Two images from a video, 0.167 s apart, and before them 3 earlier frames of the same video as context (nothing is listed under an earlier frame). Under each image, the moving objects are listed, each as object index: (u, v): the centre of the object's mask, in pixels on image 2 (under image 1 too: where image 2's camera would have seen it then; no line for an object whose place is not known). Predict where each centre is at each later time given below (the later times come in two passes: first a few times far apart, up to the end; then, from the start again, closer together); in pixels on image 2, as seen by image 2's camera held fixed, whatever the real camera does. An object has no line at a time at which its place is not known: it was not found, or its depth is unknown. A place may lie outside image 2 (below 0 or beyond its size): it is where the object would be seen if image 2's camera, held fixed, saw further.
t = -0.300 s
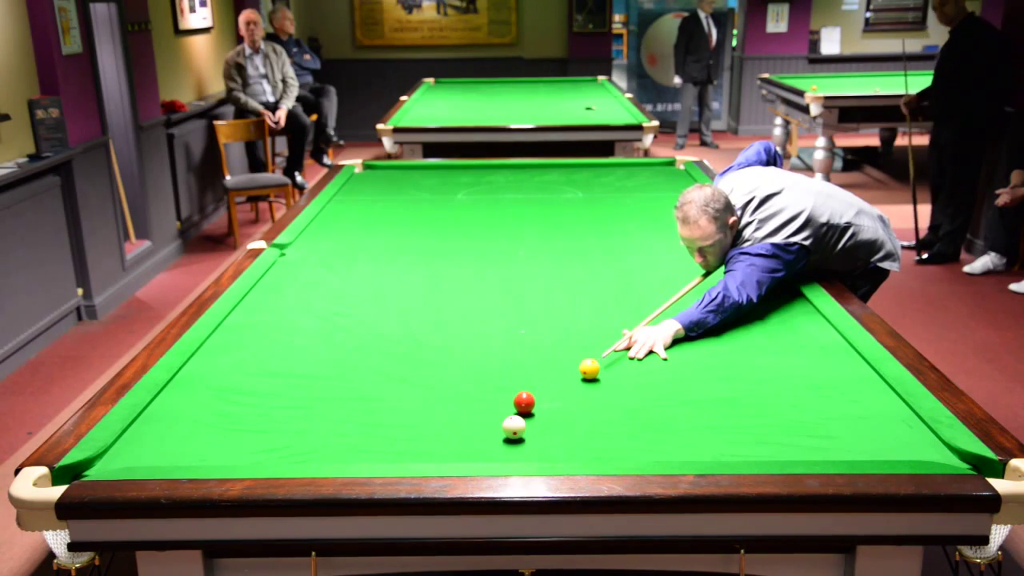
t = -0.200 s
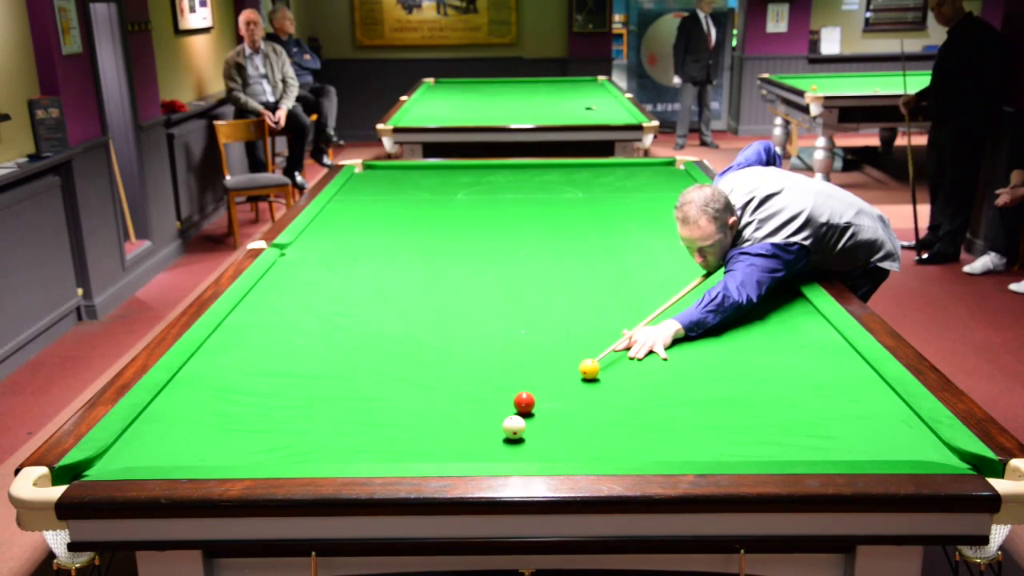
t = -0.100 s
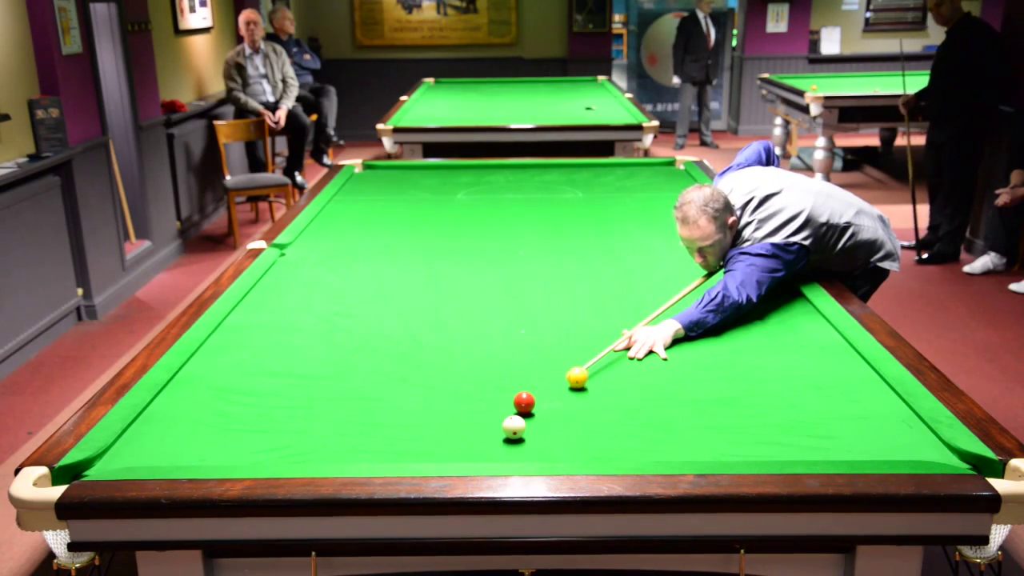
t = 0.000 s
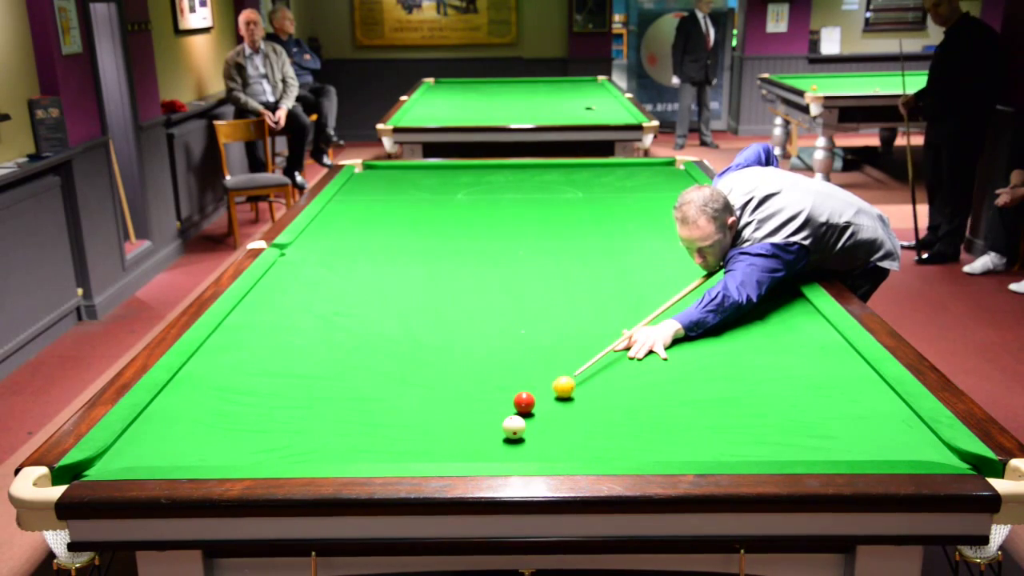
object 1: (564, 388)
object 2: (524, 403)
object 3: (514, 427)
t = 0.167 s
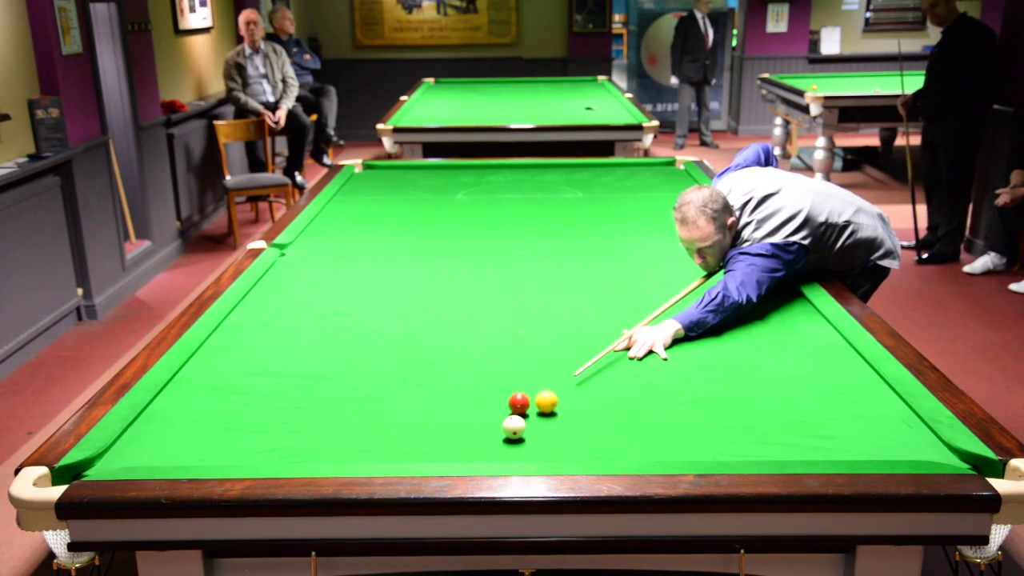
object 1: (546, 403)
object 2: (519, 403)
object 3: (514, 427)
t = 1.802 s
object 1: (529, 434)
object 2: (344, 439)
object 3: (510, 425)
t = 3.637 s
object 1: (531, 432)
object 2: (253, 456)
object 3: (501, 420)
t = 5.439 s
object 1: (531, 432)
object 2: (250, 456)
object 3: (501, 420)
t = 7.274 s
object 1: (531, 432)
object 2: (250, 456)
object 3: (501, 420)
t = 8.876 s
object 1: (531, 432)
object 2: (250, 456)
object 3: (501, 420)
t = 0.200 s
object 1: (547, 405)
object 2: (514, 404)
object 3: (514, 427)
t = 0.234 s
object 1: (547, 407)
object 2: (509, 405)
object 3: (514, 427)
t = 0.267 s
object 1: (547, 410)
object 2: (505, 406)
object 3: (514, 427)
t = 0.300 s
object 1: (547, 411)
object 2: (501, 407)
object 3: (514, 427)
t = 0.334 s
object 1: (547, 414)
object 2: (497, 408)
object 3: (514, 427)
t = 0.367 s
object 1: (547, 416)
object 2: (493, 409)
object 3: (514, 427)
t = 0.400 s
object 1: (547, 418)
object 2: (489, 409)
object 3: (514, 427)
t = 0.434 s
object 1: (547, 421)
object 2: (485, 410)
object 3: (514, 427)
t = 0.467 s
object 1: (547, 423)
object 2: (481, 411)
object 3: (514, 427)
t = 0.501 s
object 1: (547, 425)
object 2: (477, 412)
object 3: (514, 427)
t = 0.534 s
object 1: (547, 428)
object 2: (473, 413)
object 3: (514, 427)
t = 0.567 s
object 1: (548, 430)
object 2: (469, 413)
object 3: (514, 427)
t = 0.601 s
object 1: (548, 432)
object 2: (465, 414)
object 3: (514, 427)
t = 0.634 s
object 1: (548, 435)
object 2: (461, 415)
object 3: (514, 427)
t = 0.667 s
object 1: (548, 437)
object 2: (457, 416)
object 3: (514, 427)
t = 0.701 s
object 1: (548, 440)
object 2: (454, 416)
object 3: (514, 427)
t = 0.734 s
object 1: (548, 442)
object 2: (450, 417)
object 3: (514, 427)
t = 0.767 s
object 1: (548, 445)
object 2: (446, 418)
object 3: (514, 427)
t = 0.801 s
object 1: (549, 446)
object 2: (442, 419)
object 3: (514, 427)
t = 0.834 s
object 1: (549, 448)
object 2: (439, 420)
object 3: (514, 427)
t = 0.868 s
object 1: (549, 450)
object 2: (435, 421)
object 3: (514, 427)
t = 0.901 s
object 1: (549, 451)
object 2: (431, 421)
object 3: (514, 427)
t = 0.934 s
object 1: (549, 453)
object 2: (428, 422)
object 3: (514, 427)
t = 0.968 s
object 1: (549, 454)
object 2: (424, 422)
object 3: (514, 427)
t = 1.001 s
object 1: (549, 455)
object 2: (421, 423)
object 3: (514, 427)
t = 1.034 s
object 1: (548, 455)
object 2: (417, 424)
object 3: (514, 427)
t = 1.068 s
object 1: (547, 454)
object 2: (413, 425)
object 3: (514, 427)
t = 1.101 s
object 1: (545, 453)
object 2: (410, 425)
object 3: (514, 427)
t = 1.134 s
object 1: (544, 452)
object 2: (407, 426)
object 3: (514, 427)
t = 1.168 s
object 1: (543, 451)
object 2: (403, 427)
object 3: (514, 427)
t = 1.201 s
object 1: (542, 451)
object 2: (400, 427)
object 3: (514, 427)
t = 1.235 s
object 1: (541, 450)
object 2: (396, 428)
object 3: (514, 427)
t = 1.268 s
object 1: (540, 449)
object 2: (393, 429)
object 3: (514, 427)
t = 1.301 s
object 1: (540, 448)
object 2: (390, 430)
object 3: (514, 427)
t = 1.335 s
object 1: (538, 447)
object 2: (387, 430)
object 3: (514, 427)
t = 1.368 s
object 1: (537, 445)
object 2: (383, 431)
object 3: (514, 427)
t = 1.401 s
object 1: (536, 444)
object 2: (380, 432)
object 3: (514, 427)
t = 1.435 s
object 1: (536, 443)
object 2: (377, 432)
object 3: (514, 427)
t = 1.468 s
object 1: (535, 442)
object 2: (374, 433)
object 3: (514, 427)
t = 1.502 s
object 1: (534, 441)
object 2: (371, 434)
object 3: (514, 427)
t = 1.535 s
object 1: (533, 440)
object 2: (368, 434)
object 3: (514, 427)
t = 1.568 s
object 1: (531, 438)
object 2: (365, 435)
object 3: (513, 427)
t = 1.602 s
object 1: (531, 438)
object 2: (362, 435)
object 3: (513, 426)
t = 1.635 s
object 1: (530, 437)
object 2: (359, 436)
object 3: (513, 426)
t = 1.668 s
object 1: (529, 436)
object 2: (356, 436)
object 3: (513, 426)
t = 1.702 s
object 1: (529, 435)
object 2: (353, 437)
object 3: (513, 426)
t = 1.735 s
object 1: (529, 435)
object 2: (350, 438)
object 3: (512, 425)
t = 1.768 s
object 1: (529, 434)
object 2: (347, 439)
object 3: (510, 425)
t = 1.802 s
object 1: (529, 434)
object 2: (344, 439)
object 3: (510, 425)
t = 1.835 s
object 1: (529, 434)
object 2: (341, 440)
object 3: (509, 424)
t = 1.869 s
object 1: (530, 433)
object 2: (339, 440)
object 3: (510, 424)
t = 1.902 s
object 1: (530, 433)
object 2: (336, 441)
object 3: (509, 424)
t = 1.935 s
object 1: (530, 433)
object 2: (333, 441)
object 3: (508, 424)
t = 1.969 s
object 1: (531, 432)
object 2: (331, 442)
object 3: (508, 423)
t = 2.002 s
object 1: (531, 432)
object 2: (328, 443)
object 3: (507, 423)
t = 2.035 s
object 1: (531, 432)
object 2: (326, 443)
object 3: (507, 423)
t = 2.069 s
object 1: (531, 432)
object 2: (323, 444)
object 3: (506, 422)
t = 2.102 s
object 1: (531, 432)
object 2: (321, 444)
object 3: (506, 422)
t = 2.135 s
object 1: (531, 432)
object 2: (318, 445)
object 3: (505, 422)
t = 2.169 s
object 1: (531, 432)
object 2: (316, 445)
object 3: (505, 422)
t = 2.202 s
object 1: (531, 431)
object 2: (314, 446)
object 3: (504, 421)
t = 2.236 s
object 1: (531, 431)
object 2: (311, 446)
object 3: (504, 421)
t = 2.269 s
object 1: (531, 431)
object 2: (309, 447)
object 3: (504, 421)
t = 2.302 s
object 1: (531, 431)
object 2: (307, 447)
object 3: (503, 421)
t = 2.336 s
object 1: (531, 431)
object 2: (304, 448)
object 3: (503, 421)
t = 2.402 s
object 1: (531, 432)
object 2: (300, 448)
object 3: (502, 420)
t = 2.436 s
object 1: (531, 431)
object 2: (298, 449)
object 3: (502, 420)
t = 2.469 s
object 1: (531, 432)
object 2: (296, 449)
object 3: (502, 420)
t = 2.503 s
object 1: (531, 431)
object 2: (294, 450)
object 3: (501, 420)
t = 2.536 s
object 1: (531, 431)
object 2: (292, 450)
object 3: (501, 420)
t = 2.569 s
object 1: (531, 431)
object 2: (290, 450)
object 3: (501, 420)
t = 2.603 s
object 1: (531, 432)
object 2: (288, 451)
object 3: (501, 420)
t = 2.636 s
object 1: (531, 431)
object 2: (287, 451)
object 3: (501, 420)
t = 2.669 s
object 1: (531, 432)
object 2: (285, 451)
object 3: (501, 420)
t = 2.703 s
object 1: (531, 431)
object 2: (283, 452)
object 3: (501, 420)
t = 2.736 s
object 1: (531, 431)
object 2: (281, 452)
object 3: (501, 420)
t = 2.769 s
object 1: (531, 431)
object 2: (280, 452)
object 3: (501, 420)
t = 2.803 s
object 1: (531, 432)
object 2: (278, 453)
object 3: (501, 420)
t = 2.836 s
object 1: (531, 432)
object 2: (277, 453)
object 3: (501, 420)
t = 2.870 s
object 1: (531, 432)
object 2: (275, 453)
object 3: (501, 420)
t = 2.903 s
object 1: (531, 431)
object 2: (274, 453)
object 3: (501, 420)
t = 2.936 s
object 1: (531, 431)
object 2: (272, 453)
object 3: (501, 420)
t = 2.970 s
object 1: (531, 431)
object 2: (271, 454)
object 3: (501, 420)
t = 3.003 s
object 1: (531, 432)
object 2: (270, 454)
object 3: (501, 420)
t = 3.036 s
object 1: (531, 431)
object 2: (269, 454)
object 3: (501, 420)
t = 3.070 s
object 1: (531, 431)
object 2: (267, 454)
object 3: (501, 420)
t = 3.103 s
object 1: (531, 432)
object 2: (266, 454)
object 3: (501, 420)
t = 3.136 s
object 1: (531, 432)
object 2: (265, 455)
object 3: (501, 420)
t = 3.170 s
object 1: (531, 432)
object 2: (264, 455)
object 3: (501, 420)
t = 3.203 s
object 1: (531, 432)
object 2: (263, 455)
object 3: (501, 420)
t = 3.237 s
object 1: (531, 432)
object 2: (262, 455)
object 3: (501, 420)
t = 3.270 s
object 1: (531, 432)
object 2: (261, 455)
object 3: (501, 420)
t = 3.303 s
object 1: (531, 432)
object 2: (260, 456)
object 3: (501, 420)
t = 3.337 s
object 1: (531, 432)
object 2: (259, 456)
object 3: (501, 420)
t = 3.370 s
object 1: (531, 432)
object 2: (258, 456)
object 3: (501, 420)
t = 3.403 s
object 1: (531, 432)
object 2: (257, 456)
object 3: (501, 420)
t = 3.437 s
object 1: (531, 432)
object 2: (257, 456)
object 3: (501, 420)
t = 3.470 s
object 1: (531, 431)
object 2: (256, 456)
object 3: (501, 420)
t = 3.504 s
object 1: (531, 432)
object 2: (255, 456)
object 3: (501, 420)
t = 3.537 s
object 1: (531, 432)
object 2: (255, 456)
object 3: (501, 420)
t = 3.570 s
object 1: (531, 431)
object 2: (254, 456)
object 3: (501, 420)
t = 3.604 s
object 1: (531, 431)
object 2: (254, 456)
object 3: (501, 420)
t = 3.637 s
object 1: (531, 432)
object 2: (253, 456)
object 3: (501, 420)
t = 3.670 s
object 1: (531, 432)
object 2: (253, 456)
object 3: (501, 420)
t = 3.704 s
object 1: (531, 432)
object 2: (252, 456)
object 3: (501, 420)
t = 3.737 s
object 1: (531, 432)
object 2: (252, 456)
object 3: (501, 420)
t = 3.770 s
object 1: (531, 431)
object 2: (252, 456)
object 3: (501, 420)
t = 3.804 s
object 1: (531, 431)
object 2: (251, 456)
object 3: (501, 420)
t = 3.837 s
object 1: (531, 432)
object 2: (251, 457)
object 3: (501, 420)
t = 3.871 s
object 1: (531, 432)
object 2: (251, 457)
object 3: (501, 420)
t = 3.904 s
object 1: (531, 432)
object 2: (251, 457)
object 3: (501, 420)
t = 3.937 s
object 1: (531, 432)
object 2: (250, 457)
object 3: (501, 420)
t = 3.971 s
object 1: (531, 432)
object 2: (250, 457)
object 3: (501, 420)
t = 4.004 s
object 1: (531, 432)
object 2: (250, 457)
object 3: (501, 420)
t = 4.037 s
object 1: (531, 432)
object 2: (250, 457)
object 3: (501, 420)
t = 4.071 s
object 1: (531, 432)
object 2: (250, 457)
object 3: (501, 420)
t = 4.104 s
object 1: (531, 432)
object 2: (250, 457)
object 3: (501, 420)
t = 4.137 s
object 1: (531, 432)
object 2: (250, 457)
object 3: (501, 420)
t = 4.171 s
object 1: (531, 432)
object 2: (250, 457)
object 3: (501, 420)
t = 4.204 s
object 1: (531, 432)
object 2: (250, 457)
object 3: (501, 420)
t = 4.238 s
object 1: (531, 432)
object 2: (250, 457)
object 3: (501, 420)
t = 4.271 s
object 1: (531, 432)
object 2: (250, 457)
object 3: (501, 420)
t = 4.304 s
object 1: (531, 432)
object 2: (250, 456)
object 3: (501, 420)
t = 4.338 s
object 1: (531, 432)
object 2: (250, 456)
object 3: (501, 420)
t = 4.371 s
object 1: (531, 432)
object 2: (250, 456)
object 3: (501, 420)
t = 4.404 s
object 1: (531, 432)
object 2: (250, 456)
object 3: (501, 420)
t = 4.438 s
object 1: (531, 432)
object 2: (250, 456)
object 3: (501, 420)
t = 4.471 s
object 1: (531, 432)
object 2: (250, 456)
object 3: (501, 420)
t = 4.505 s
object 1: (531, 432)
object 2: (250, 456)
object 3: (501, 420)
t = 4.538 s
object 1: (531, 432)
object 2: (250, 456)
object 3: (501, 420)
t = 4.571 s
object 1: (531, 432)
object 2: (250, 456)
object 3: (501, 420)
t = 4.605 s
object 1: (531, 432)
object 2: (250, 456)
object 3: (501, 420)
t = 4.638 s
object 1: (531, 432)
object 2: (250, 456)
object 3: (501, 420)
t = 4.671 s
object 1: (531, 432)
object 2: (250, 456)
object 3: (501, 420)
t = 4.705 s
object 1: (531, 432)
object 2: (250, 456)
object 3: (501, 420)
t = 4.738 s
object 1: (531, 432)
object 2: (250, 456)
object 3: (501, 420)
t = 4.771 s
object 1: (531, 432)
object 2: (250, 456)
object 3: (501, 420)
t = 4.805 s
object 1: (531, 432)
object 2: (250, 456)
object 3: (501, 420)
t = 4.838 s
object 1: (531, 432)
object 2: (250, 456)
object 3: (501, 420)
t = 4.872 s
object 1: (531, 432)
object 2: (250, 456)
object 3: (501, 420)
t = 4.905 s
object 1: (531, 432)
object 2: (250, 456)
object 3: (501, 420)
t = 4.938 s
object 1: (531, 432)
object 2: (250, 456)
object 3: (501, 420)
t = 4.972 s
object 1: (531, 432)
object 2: (250, 456)
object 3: (501, 420)
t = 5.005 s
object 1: (531, 432)
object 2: (250, 456)
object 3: (501, 420)
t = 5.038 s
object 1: (531, 432)
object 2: (250, 456)
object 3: (501, 420)
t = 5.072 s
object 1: (531, 432)
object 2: (250, 457)
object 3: (501, 420)
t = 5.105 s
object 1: (531, 432)
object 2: (250, 456)
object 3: (501, 420)
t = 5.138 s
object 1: (531, 432)
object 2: (250, 456)
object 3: (501, 420)
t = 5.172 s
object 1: (531, 432)
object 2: (250, 456)
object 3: (501, 420)
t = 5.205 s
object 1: (531, 432)
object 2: (250, 456)
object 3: (501, 420)
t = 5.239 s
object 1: (531, 432)
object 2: (250, 456)
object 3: (501, 420)
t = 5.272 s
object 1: (531, 432)
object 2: (250, 456)
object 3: (501, 420)
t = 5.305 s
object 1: (531, 432)
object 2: (250, 456)
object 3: (501, 420)
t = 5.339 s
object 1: (531, 432)
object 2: (250, 456)
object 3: (501, 420)
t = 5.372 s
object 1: (531, 432)
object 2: (250, 456)
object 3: (501, 420)
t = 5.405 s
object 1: (531, 432)
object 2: (250, 456)
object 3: (501, 420)
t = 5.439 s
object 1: (531, 432)
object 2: (250, 456)
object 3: (501, 420)
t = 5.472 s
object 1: (531, 432)
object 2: (250, 456)
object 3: (501, 420)
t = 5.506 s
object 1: (531, 432)
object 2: (250, 456)
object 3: (501, 420)
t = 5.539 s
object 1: (531, 432)
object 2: (250, 456)
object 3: (501, 420)
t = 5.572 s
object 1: (531, 432)
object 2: (250, 456)
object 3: (501, 420)
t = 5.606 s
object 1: (531, 432)
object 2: (250, 456)
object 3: (501, 420)
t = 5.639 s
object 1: (531, 432)
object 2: (250, 456)
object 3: (501, 420)
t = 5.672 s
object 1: (531, 432)
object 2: (250, 456)
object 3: (501, 420)
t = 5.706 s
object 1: (531, 432)
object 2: (250, 456)
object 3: (501, 420)
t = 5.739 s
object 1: (531, 432)
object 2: (250, 456)
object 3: (501, 420)
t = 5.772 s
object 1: (531, 432)
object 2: (250, 456)
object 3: (501, 420)
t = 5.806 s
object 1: (531, 432)
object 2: (250, 456)
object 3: (501, 420)
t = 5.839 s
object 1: (531, 432)
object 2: (250, 456)
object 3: (501, 420)
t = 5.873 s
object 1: (531, 432)
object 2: (250, 456)
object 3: (501, 420)
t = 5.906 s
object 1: (531, 432)
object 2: (250, 456)
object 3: (501, 420)
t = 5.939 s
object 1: (531, 432)
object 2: (250, 456)
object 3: (501, 420)
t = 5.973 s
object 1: (531, 432)
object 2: (250, 456)
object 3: (501, 420)
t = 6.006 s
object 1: (531, 432)
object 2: (250, 456)
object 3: (501, 420)
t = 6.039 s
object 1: (531, 432)
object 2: (250, 456)
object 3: (501, 420)
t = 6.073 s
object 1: (531, 432)
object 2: (250, 456)
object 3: (501, 420)
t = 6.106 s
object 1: (531, 432)
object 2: (250, 456)
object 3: (501, 420)
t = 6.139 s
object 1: (531, 432)
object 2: (250, 456)
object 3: (501, 420)
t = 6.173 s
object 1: (531, 432)
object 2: (250, 456)
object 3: (501, 420)
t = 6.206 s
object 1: (531, 432)
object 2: (250, 456)
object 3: (501, 420)
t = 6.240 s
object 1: (531, 432)
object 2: (250, 456)
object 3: (501, 420)
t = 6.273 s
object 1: (531, 432)
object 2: (250, 456)
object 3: (501, 420)
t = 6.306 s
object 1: (531, 432)
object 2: (250, 456)
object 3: (501, 420)
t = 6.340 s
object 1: (531, 432)
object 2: (250, 456)
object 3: (501, 420)
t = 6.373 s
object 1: (531, 432)
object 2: (250, 456)
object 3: (501, 420)
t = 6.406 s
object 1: (531, 432)
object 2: (250, 456)
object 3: (501, 420)
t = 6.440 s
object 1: (531, 432)
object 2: (250, 456)
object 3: (501, 420)
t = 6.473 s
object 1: (531, 432)
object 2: (250, 456)
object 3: (501, 420)
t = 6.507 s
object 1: (531, 432)
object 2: (250, 456)
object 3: (501, 420)
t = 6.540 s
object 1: (531, 432)
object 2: (250, 456)
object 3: (501, 420)
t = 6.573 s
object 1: (531, 432)
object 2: (250, 456)
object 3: (501, 420)
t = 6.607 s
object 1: (531, 432)
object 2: (250, 457)
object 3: (501, 420)
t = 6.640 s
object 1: (531, 432)
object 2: (250, 456)
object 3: (501, 420)
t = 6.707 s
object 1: (531, 432)
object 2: (250, 456)
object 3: (501, 420)
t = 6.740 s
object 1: (531, 432)
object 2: (250, 456)
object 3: (501, 420)
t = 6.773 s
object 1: (531, 432)
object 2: (250, 456)
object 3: (501, 420)
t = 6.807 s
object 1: (531, 432)
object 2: (250, 456)
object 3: (501, 420)
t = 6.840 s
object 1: (531, 432)
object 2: (250, 456)
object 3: (501, 420)
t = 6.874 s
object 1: (531, 432)
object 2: (250, 456)
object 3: (501, 420)
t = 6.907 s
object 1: (531, 432)
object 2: (250, 456)
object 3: (501, 420)
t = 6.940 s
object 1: (531, 432)
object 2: (250, 456)
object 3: (501, 420)
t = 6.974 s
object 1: (531, 432)
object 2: (250, 456)
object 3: (501, 420)
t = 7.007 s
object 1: (531, 432)
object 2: (250, 456)
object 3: (501, 420)
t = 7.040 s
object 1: (531, 432)
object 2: (250, 456)
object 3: (501, 420)
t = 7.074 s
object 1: (531, 432)
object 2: (250, 456)
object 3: (501, 420)
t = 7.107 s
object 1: (531, 432)
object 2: (250, 456)
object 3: (501, 420)
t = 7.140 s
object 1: (531, 432)
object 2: (250, 456)
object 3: (501, 420)
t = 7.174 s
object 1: (531, 432)
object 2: (250, 456)
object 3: (501, 420)
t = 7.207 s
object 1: (531, 432)
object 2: (250, 456)
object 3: (501, 420)
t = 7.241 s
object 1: (531, 432)
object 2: (250, 456)
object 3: (501, 420)
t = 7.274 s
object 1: (531, 432)
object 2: (250, 456)
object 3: (501, 420)
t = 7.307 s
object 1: (531, 432)
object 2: (250, 456)
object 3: (501, 420)
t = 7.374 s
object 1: (531, 432)
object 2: (250, 456)
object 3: (501, 420)
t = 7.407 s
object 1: (531, 432)
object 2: (250, 456)
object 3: (501, 420)
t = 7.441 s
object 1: (531, 432)
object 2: (250, 456)
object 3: (501, 420)
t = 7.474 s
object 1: (531, 432)
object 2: (250, 456)
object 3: (501, 420)
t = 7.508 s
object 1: (531, 432)
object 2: (250, 456)
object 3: (501, 420)
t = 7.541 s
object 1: (531, 432)
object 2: (250, 456)
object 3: (501, 420)
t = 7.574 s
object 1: (531, 432)
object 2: (250, 456)
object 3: (501, 420)
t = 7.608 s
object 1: (531, 432)
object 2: (250, 456)
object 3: (501, 420)
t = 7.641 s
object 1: (531, 432)
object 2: (250, 456)
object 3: (501, 420)
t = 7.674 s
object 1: (531, 432)
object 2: (250, 456)
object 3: (501, 420)
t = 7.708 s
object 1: (531, 432)
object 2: (250, 456)
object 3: (501, 420)
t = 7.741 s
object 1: (531, 432)
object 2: (250, 456)
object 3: (501, 420)
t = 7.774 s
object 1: (531, 432)
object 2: (250, 456)
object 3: (501, 420)
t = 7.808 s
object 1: (531, 431)
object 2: (250, 456)
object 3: (501, 420)
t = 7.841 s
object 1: (531, 432)
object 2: (250, 456)
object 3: (501, 420)
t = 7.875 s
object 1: (531, 432)
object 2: (250, 456)
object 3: (501, 420)
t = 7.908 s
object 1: (531, 432)
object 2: (250, 456)
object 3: (501, 420)
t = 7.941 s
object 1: (531, 431)
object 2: (250, 456)
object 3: (501, 420)
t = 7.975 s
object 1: (531, 432)
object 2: (250, 456)
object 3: (501, 420)
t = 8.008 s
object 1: (531, 432)
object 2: (250, 456)
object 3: (501, 420)
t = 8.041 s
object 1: (531, 432)
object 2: (250, 456)
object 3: (501, 420)
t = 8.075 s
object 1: (531, 432)
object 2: (250, 456)
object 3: (501, 420)
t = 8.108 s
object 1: (531, 432)
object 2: (250, 456)
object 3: (501, 420)
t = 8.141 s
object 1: (531, 432)
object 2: (250, 456)
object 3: (501, 420)
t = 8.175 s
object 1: (531, 432)
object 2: (250, 456)
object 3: (501, 420)
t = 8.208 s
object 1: (531, 432)
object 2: (250, 456)
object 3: (501, 420)
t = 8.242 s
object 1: (531, 432)
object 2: (250, 456)
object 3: (501, 420)
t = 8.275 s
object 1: (531, 432)
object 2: (250, 456)
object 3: (501, 420)
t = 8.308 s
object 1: (531, 432)
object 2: (250, 456)
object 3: (501, 420)
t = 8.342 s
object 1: (531, 432)
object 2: (250, 456)
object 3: (501, 420)
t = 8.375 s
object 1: (531, 432)
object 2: (250, 456)
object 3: (501, 420)
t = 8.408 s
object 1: (531, 432)
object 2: (250, 456)
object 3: (501, 420)
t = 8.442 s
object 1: (531, 432)
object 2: (250, 456)
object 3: (501, 420)
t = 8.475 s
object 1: (531, 432)
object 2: (250, 456)
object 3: (501, 420)
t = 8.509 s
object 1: (531, 432)
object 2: (250, 456)
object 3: (501, 420)
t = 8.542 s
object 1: (531, 432)
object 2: (250, 456)
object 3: (501, 420)
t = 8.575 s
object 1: (531, 432)
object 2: (250, 456)
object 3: (501, 420)
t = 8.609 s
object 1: (531, 432)
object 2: (250, 456)
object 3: (501, 420)
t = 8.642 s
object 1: (531, 432)
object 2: (250, 456)
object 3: (501, 420)
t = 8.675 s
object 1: (531, 432)
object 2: (250, 456)
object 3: (501, 420)
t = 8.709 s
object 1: (531, 432)
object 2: (250, 456)
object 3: (501, 420)
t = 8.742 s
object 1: (531, 432)
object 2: (250, 456)
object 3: (501, 420)
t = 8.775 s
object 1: (531, 432)
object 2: (250, 456)
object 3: (501, 420)
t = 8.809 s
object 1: (531, 432)
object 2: (250, 456)
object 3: (501, 420)
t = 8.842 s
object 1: (531, 432)
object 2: (250, 456)
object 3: (501, 420)
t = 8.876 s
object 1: (531, 432)
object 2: (250, 456)
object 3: (501, 420)
